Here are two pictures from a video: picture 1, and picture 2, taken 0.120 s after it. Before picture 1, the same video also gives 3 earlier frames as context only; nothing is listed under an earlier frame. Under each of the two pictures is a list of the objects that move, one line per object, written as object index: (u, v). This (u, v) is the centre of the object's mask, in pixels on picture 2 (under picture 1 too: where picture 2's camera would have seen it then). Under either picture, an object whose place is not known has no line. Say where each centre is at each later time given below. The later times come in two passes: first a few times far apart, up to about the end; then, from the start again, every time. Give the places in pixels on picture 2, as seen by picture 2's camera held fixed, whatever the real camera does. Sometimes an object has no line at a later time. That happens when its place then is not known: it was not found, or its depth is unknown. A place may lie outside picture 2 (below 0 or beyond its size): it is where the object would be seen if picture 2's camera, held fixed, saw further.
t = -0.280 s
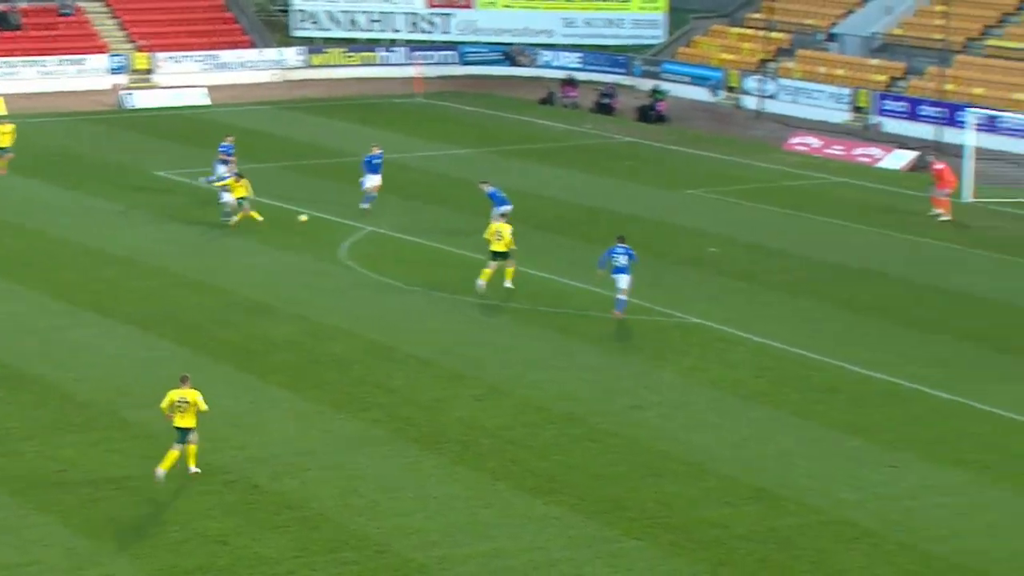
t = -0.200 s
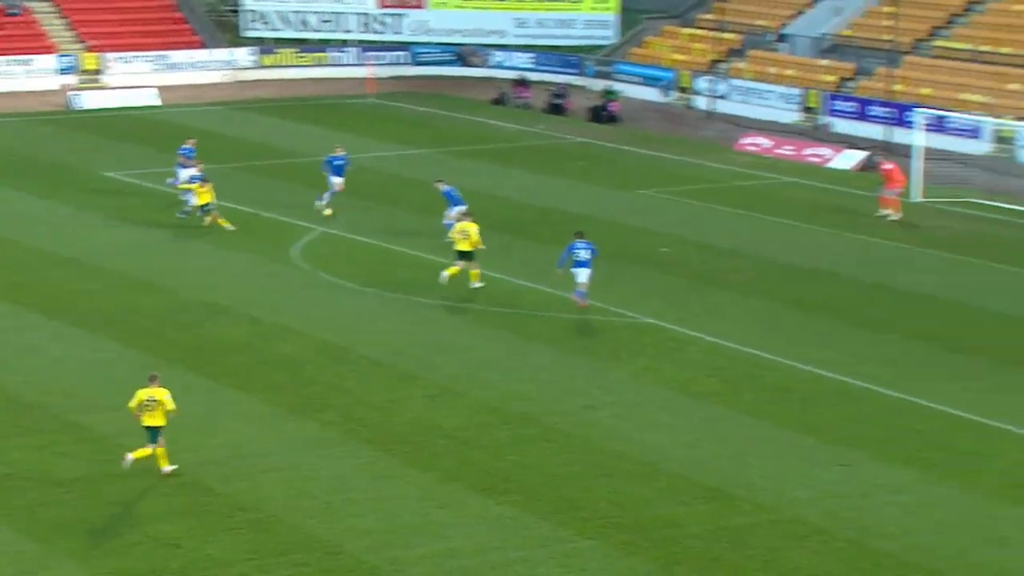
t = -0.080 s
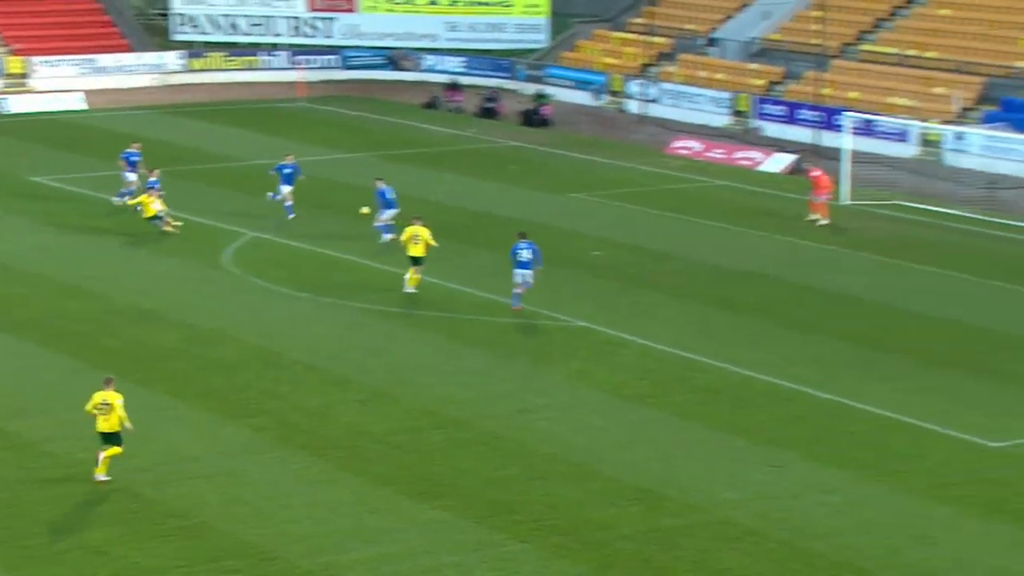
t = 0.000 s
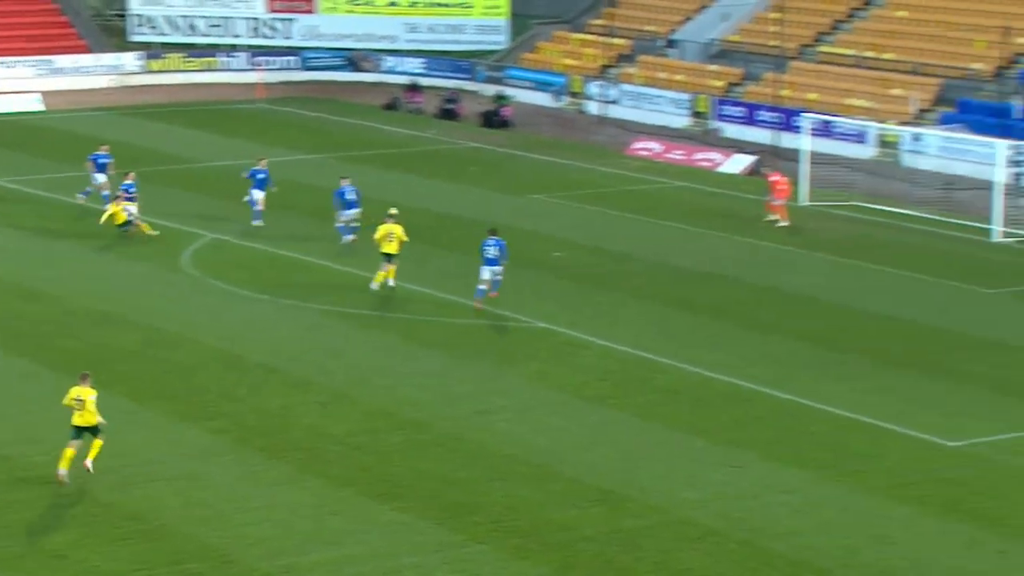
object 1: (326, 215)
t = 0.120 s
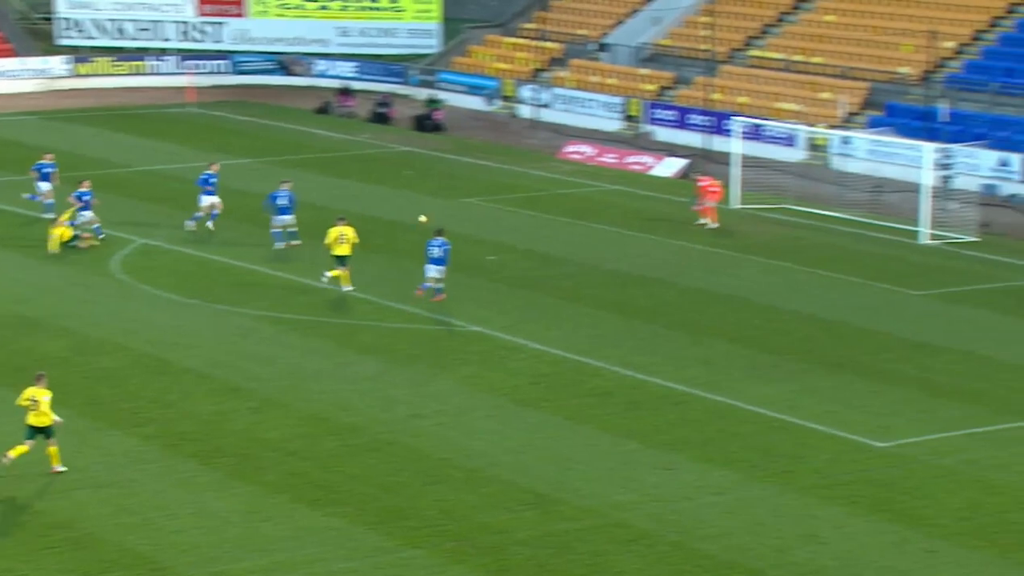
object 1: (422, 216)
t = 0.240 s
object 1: (512, 225)
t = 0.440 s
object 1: (634, 208)
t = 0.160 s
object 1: (453, 221)
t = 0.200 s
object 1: (484, 224)
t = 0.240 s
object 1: (512, 225)
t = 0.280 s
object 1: (537, 220)
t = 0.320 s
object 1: (562, 216)
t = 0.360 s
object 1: (587, 212)
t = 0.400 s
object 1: (611, 209)
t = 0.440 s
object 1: (634, 208)
